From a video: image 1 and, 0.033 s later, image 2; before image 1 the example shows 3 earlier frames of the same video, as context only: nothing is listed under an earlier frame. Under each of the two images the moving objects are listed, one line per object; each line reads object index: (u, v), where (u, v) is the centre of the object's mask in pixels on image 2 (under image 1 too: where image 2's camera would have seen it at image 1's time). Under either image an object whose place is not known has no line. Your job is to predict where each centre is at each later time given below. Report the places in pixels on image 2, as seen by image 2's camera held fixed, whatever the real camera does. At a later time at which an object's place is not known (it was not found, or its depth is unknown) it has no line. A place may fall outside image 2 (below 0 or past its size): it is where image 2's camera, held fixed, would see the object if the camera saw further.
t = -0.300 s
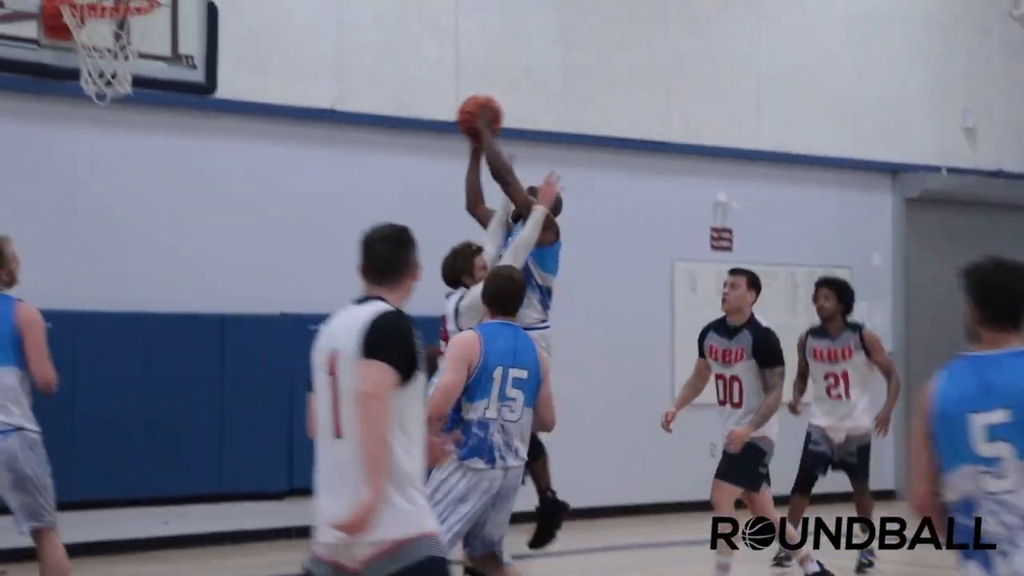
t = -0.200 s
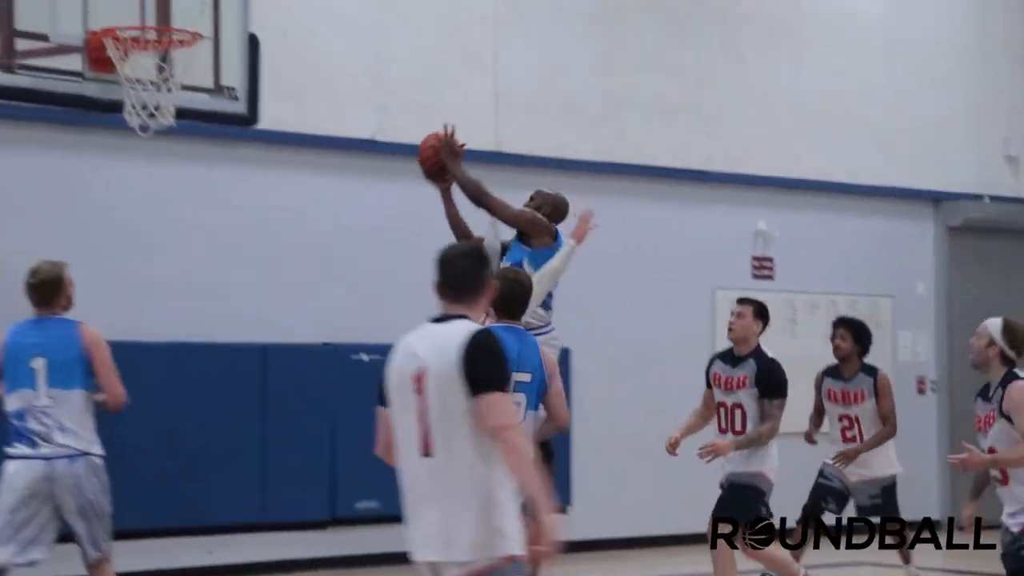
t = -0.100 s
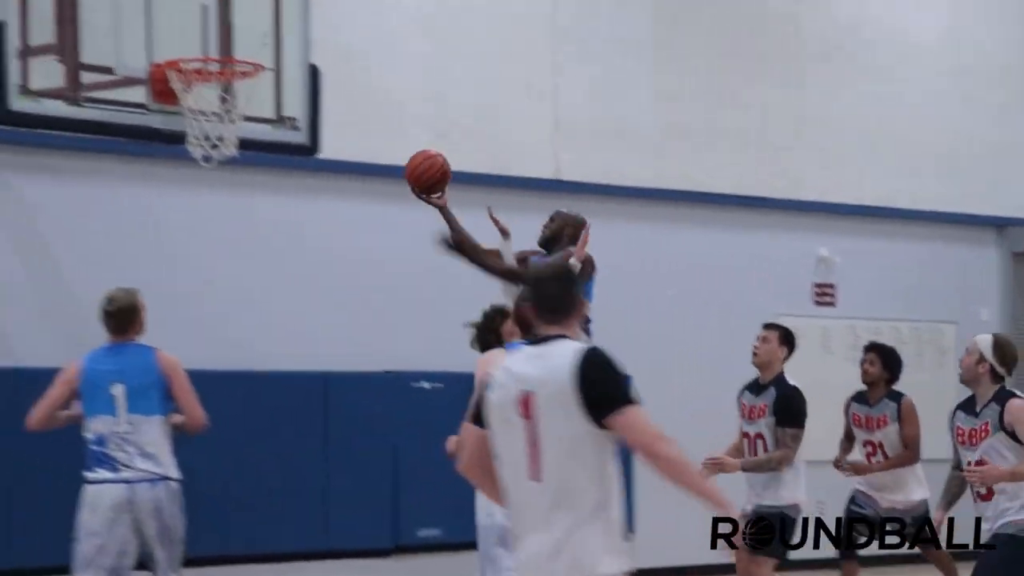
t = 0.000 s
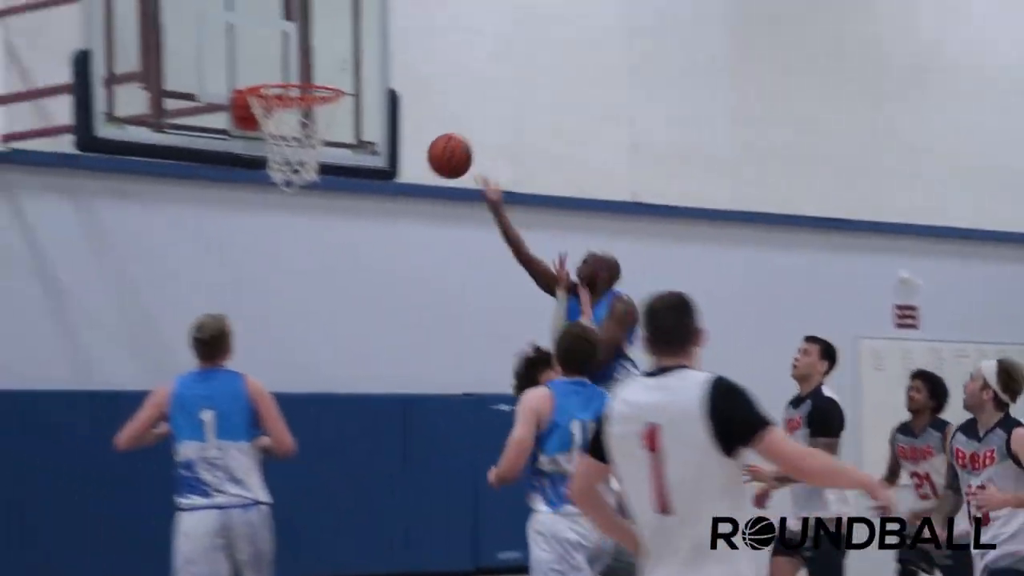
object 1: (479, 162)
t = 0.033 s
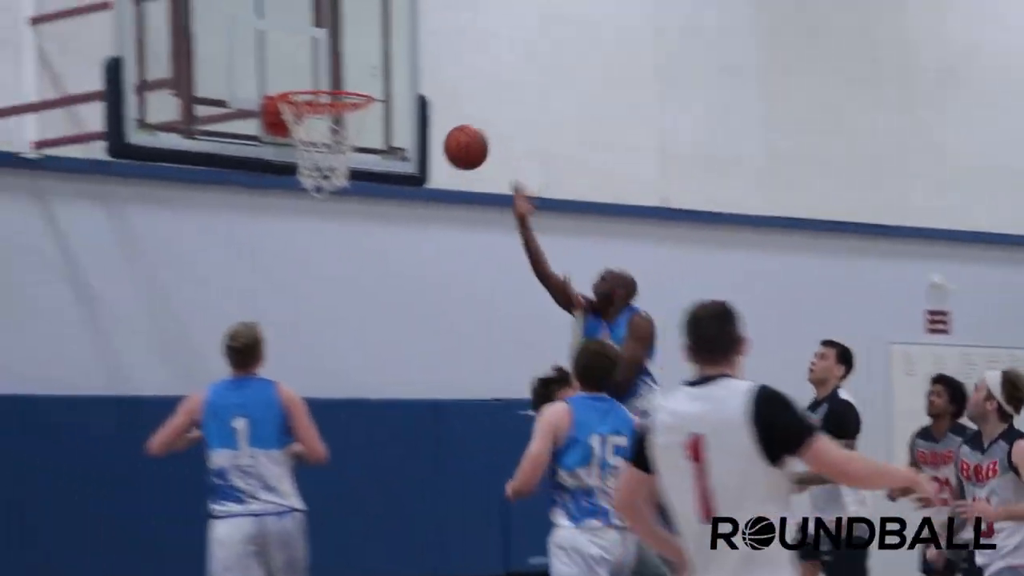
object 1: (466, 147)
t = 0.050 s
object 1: (459, 141)
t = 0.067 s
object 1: (451, 135)
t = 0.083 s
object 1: (445, 130)
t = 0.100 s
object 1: (438, 125)
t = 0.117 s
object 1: (431, 120)
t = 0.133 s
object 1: (424, 116)
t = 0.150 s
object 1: (417, 113)
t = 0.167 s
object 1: (409, 110)
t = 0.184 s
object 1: (403, 108)
